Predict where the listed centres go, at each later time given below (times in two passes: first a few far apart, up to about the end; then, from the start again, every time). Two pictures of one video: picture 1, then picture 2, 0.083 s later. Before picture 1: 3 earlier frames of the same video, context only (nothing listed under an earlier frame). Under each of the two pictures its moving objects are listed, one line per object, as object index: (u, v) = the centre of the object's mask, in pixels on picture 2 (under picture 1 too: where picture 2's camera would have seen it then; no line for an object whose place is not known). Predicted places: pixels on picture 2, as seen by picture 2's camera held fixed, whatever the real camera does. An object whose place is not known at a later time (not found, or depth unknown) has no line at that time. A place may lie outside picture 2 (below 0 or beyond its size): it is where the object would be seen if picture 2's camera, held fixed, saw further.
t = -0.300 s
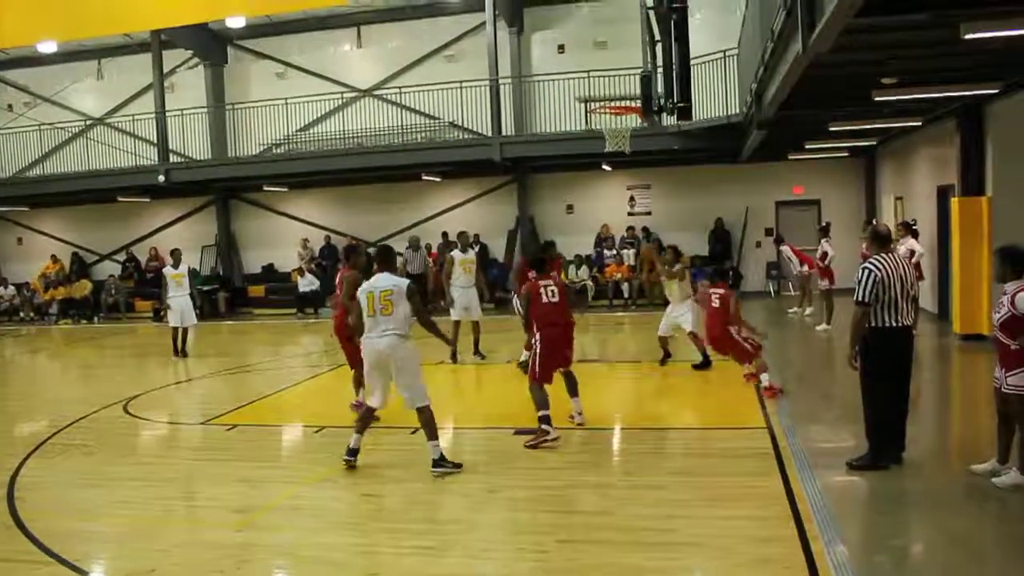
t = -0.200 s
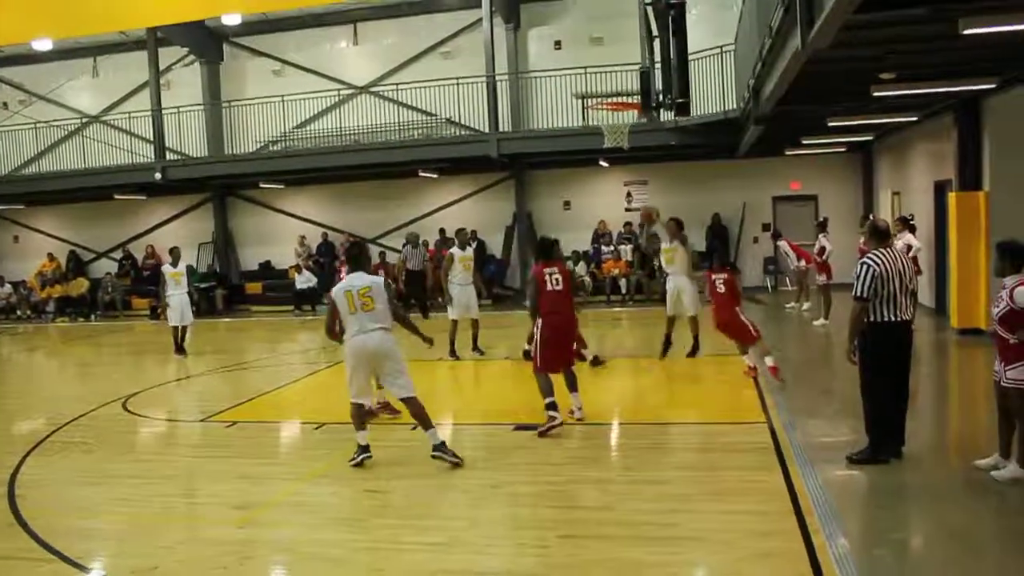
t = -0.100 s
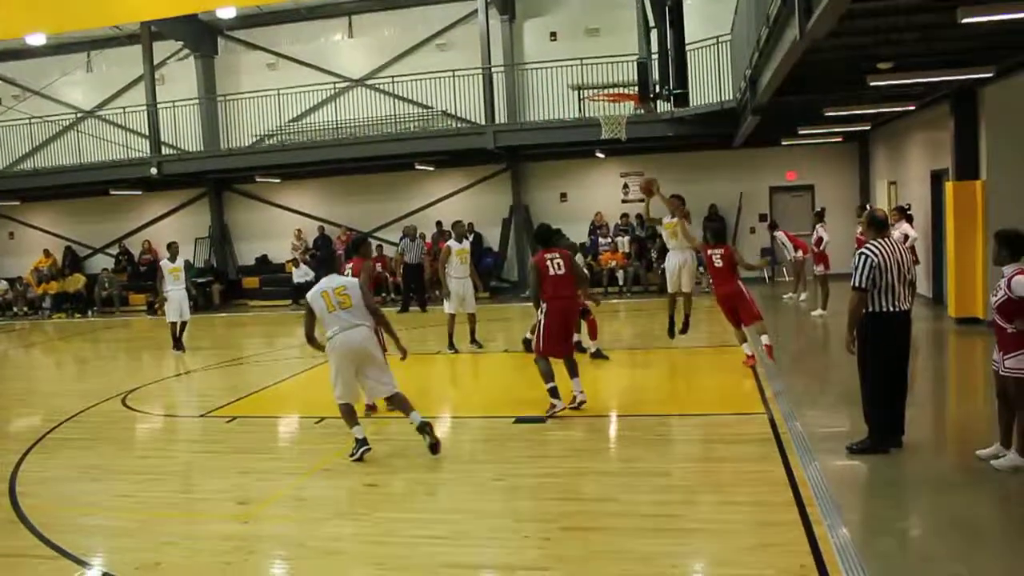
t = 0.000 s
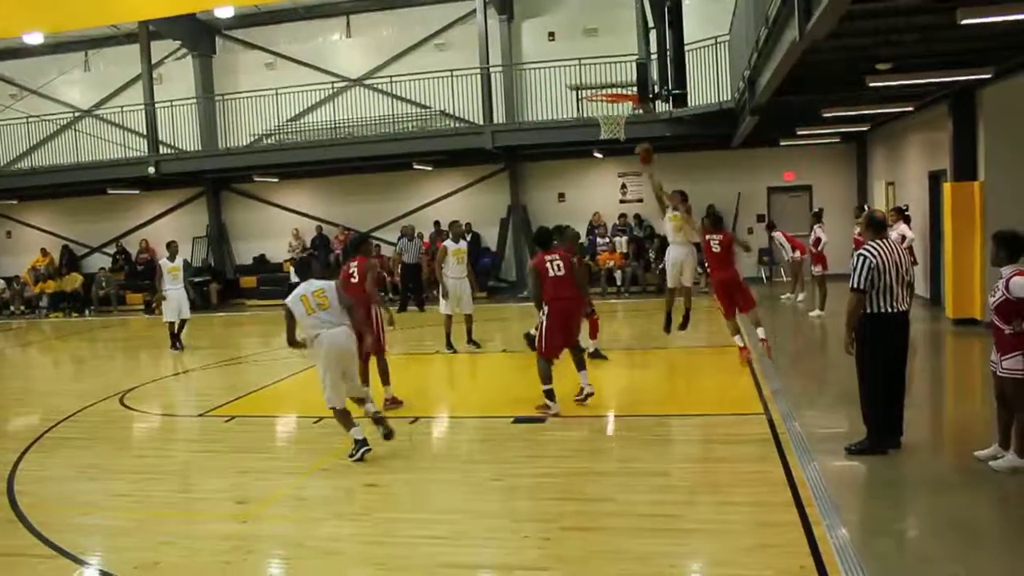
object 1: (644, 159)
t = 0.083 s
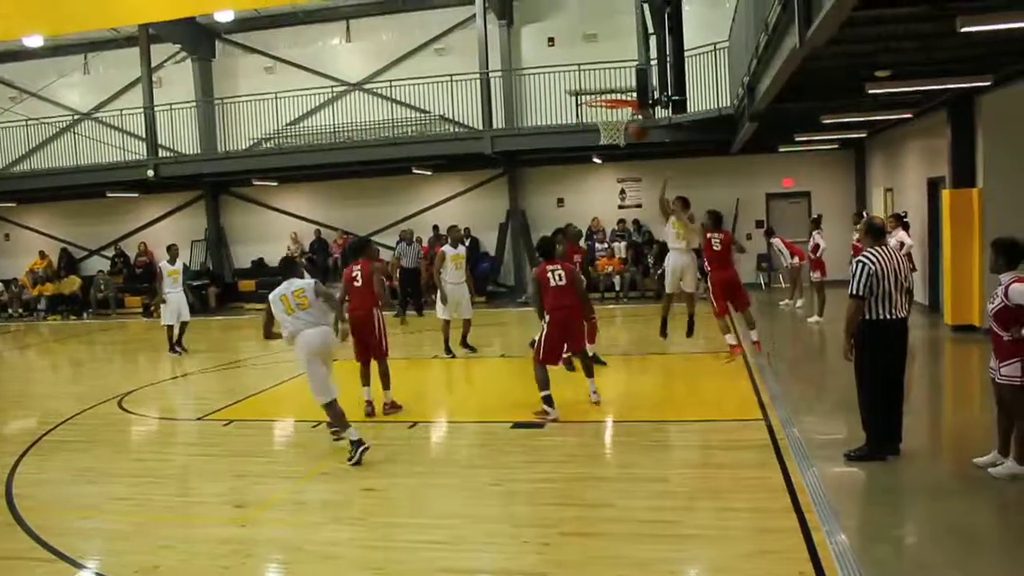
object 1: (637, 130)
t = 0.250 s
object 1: (627, 90)
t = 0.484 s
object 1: (613, 69)
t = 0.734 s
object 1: (600, 92)
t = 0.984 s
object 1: (615, 89)
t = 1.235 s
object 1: (618, 85)
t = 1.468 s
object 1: (615, 110)
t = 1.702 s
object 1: (608, 161)
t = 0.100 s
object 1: (636, 130)
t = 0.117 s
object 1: (634, 121)
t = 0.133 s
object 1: (634, 120)
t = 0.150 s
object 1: (634, 116)
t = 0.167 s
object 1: (634, 112)
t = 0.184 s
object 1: (634, 105)
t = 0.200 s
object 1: (630, 95)
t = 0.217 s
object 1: (629, 94)
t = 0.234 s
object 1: (628, 92)
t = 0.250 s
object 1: (627, 90)
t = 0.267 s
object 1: (626, 87)
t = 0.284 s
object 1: (625, 85)
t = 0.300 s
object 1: (624, 83)
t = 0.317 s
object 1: (622, 80)
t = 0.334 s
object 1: (621, 78)
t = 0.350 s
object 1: (621, 76)
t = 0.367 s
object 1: (618, 74)
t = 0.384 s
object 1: (617, 72)
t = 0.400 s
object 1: (617, 71)
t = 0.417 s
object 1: (616, 71)
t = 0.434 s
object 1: (615, 70)
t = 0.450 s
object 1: (614, 70)
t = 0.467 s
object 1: (614, 69)
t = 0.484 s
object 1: (613, 69)
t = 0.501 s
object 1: (611, 69)
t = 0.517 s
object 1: (610, 70)
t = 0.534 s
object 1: (610, 70)
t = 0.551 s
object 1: (609, 71)
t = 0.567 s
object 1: (607, 72)
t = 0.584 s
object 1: (606, 74)
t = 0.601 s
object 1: (605, 75)
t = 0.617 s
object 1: (605, 77)
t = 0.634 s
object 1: (604, 79)
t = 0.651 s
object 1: (602, 82)
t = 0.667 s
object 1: (601, 85)
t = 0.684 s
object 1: (600, 88)
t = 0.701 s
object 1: (600, 92)
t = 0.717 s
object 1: (599, 93)
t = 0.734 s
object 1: (600, 92)
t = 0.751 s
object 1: (601, 90)
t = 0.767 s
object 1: (601, 89)
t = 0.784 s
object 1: (603, 87)
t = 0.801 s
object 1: (604, 86)
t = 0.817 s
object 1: (605, 85)
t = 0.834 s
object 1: (606, 85)
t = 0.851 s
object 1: (607, 84)
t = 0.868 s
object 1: (607, 85)
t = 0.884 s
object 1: (609, 84)
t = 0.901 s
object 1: (610, 84)
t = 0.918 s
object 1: (611, 85)
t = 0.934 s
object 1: (612, 86)
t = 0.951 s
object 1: (613, 87)
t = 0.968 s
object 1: (615, 88)
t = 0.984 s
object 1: (615, 89)
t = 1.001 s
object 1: (616, 91)
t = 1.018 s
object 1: (617, 92)
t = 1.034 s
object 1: (618, 93)
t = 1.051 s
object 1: (618, 92)
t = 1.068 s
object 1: (618, 91)
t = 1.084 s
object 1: (618, 89)
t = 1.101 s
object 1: (618, 88)
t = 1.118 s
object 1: (618, 87)
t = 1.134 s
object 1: (618, 86)
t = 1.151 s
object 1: (618, 85)
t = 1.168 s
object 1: (618, 85)
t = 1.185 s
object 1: (618, 85)
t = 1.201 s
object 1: (618, 85)
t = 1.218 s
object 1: (618, 85)
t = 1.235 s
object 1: (618, 85)
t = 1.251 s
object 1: (618, 86)
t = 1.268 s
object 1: (618, 87)
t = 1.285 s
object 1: (618, 88)
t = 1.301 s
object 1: (618, 89)
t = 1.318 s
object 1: (618, 91)
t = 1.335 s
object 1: (618, 92)
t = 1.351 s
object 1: (618, 95)
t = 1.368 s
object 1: (618, 99)
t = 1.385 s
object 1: (618, 100)
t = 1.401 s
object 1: (618, 101)
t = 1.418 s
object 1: (617, 103)
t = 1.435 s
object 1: (617, 105)
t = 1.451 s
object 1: (616, 107)
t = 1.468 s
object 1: (615, 110)
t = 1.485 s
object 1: (615, 113)
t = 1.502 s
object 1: (614, 114)
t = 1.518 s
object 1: (614, 114)
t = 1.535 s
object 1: (614, 115)
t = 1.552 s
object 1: (613, 117)
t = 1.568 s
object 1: (613, 120)
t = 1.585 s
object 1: (611, 130)
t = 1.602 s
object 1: (611, 132)
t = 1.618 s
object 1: (614, 136)
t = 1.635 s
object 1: (611, 148)
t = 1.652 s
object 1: (610, 148)
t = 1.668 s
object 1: (609, 152)
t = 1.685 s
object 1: (608, 155)
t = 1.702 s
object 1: (608, 161)
